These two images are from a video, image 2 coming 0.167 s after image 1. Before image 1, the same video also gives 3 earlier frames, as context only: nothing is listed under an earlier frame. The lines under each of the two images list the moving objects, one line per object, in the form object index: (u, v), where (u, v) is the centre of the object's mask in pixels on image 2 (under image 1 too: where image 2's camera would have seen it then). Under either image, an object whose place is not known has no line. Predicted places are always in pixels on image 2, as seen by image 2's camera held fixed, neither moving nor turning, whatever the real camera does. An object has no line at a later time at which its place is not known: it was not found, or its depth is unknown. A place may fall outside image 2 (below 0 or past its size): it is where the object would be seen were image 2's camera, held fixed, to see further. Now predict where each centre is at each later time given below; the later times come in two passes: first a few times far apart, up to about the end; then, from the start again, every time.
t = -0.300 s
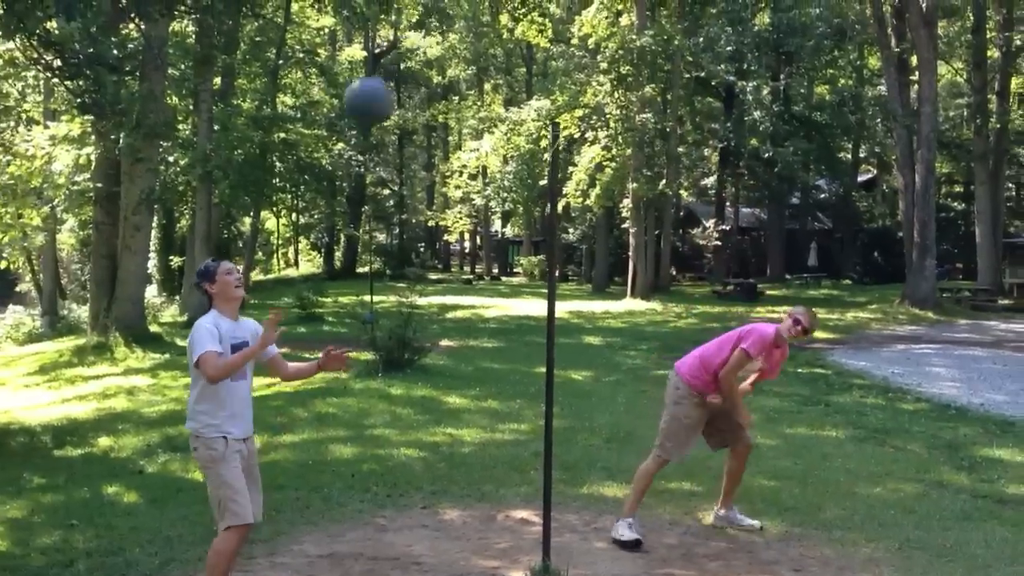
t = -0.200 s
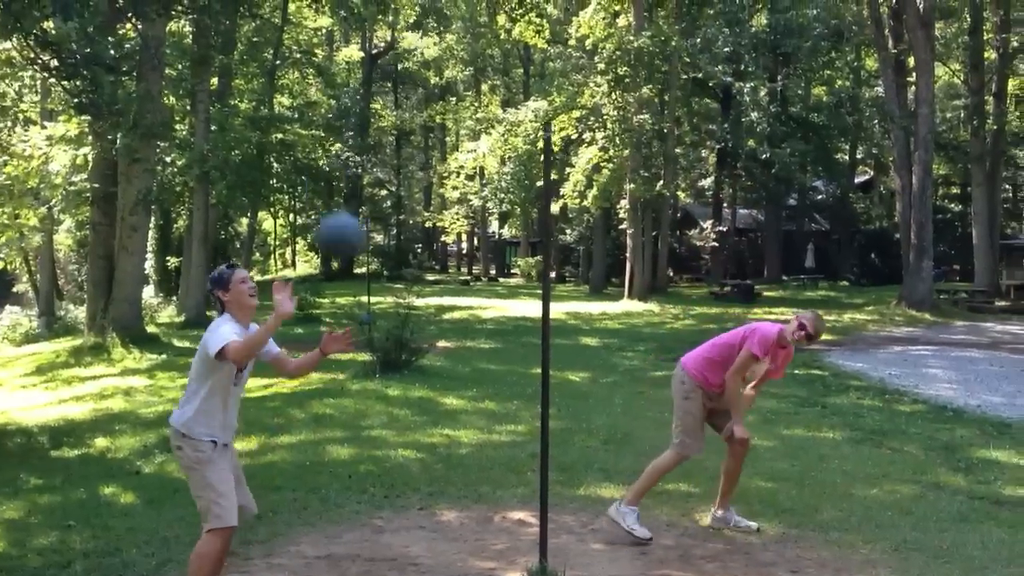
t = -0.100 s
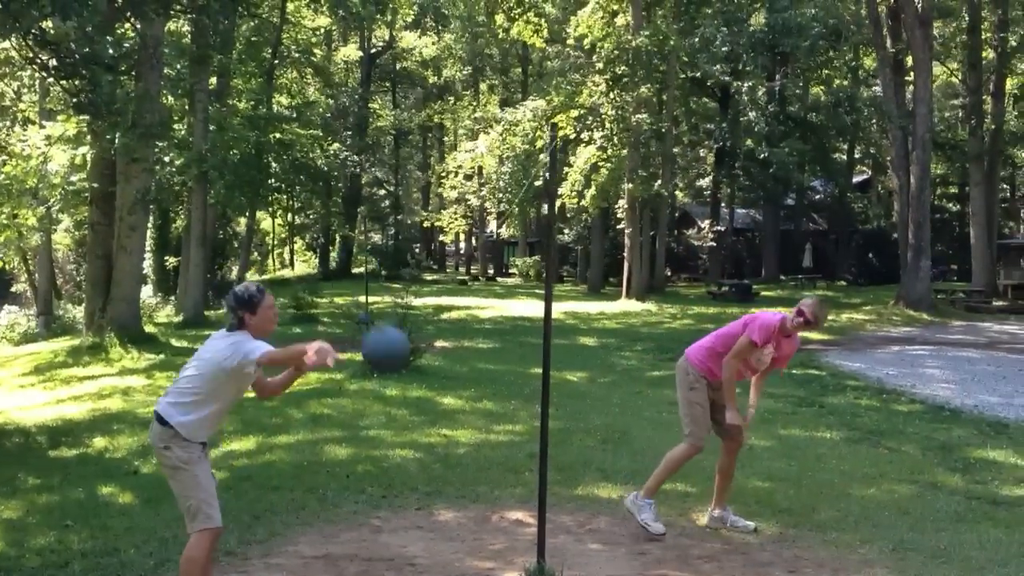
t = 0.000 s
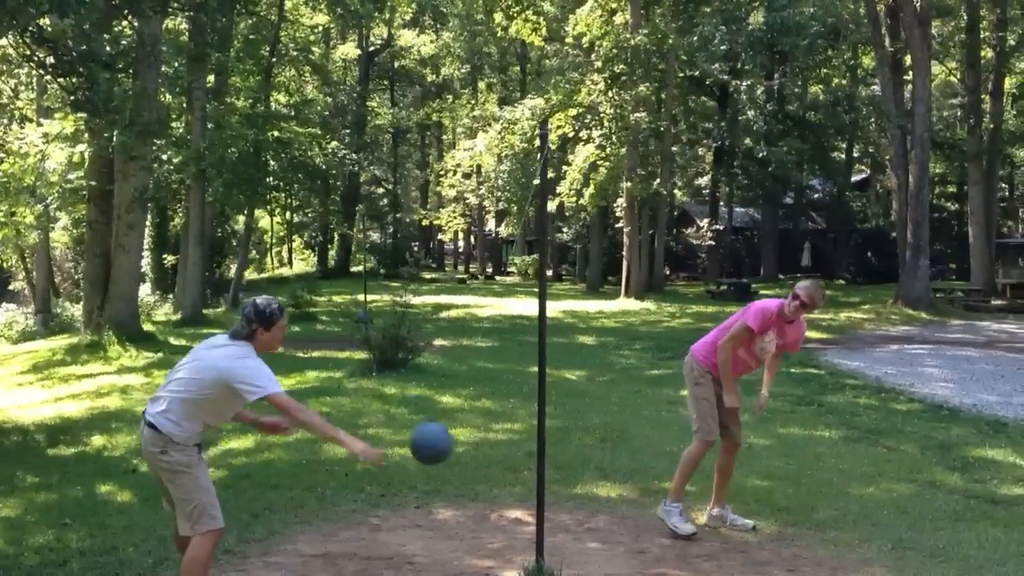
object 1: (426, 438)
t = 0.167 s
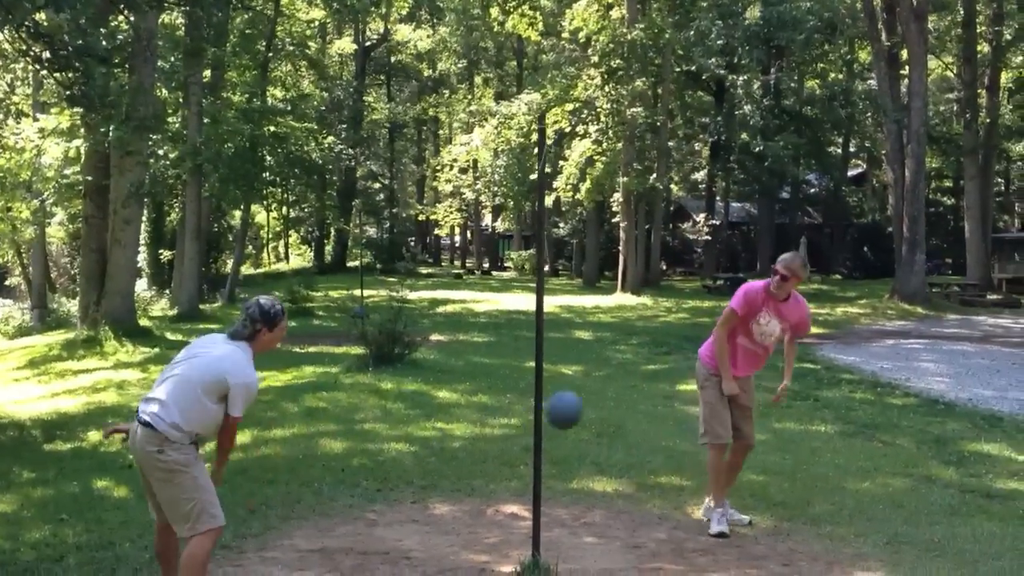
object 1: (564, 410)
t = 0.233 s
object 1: (603, 354)
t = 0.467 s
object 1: (697, 173)
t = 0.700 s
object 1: (706, 68)
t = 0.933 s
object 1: (715, 49)
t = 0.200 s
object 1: (584, 385)
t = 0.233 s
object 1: (603, 354)
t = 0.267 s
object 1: (622, 327)
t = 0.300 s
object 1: (638, 298)
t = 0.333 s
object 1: (652, 272)
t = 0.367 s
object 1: (668, 246)
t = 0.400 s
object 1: (684, 221)
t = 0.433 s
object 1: (693, 195)
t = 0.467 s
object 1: (697, 173)
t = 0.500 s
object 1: (698, 153)
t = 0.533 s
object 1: (700, 133)
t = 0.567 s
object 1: (700, 120)
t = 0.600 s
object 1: (702, 103)
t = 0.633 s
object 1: (704, 89)
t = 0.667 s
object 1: (705, 77)
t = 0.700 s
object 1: (706, 68)
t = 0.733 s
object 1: (706, 60)
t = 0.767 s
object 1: (706, 54)
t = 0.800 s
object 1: (709, 50)
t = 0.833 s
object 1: (712, 46)
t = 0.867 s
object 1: (713, 44)
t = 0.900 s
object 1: (714, 47)
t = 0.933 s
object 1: (715, 49)
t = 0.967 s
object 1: (716, 55)
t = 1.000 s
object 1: (718, 61)
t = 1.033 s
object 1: (719, 72)
